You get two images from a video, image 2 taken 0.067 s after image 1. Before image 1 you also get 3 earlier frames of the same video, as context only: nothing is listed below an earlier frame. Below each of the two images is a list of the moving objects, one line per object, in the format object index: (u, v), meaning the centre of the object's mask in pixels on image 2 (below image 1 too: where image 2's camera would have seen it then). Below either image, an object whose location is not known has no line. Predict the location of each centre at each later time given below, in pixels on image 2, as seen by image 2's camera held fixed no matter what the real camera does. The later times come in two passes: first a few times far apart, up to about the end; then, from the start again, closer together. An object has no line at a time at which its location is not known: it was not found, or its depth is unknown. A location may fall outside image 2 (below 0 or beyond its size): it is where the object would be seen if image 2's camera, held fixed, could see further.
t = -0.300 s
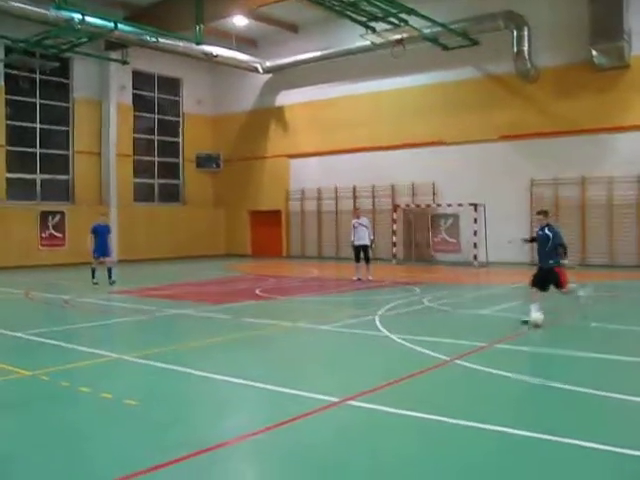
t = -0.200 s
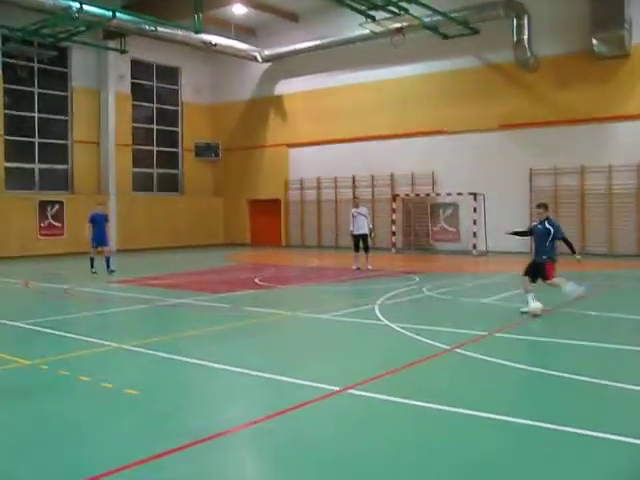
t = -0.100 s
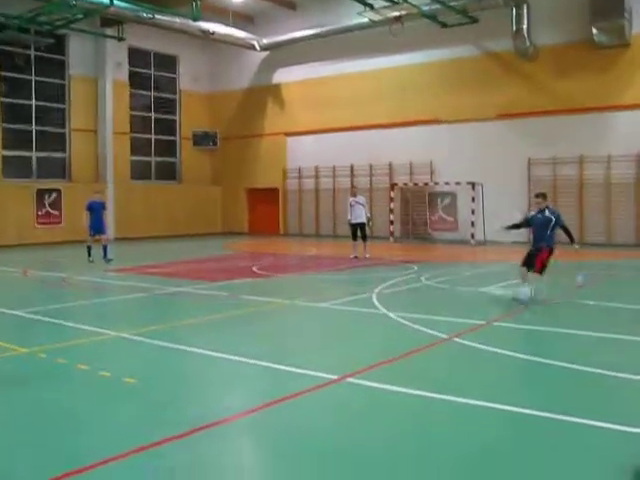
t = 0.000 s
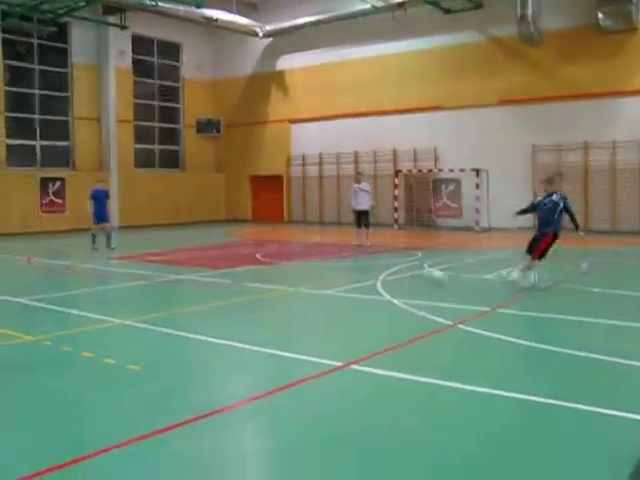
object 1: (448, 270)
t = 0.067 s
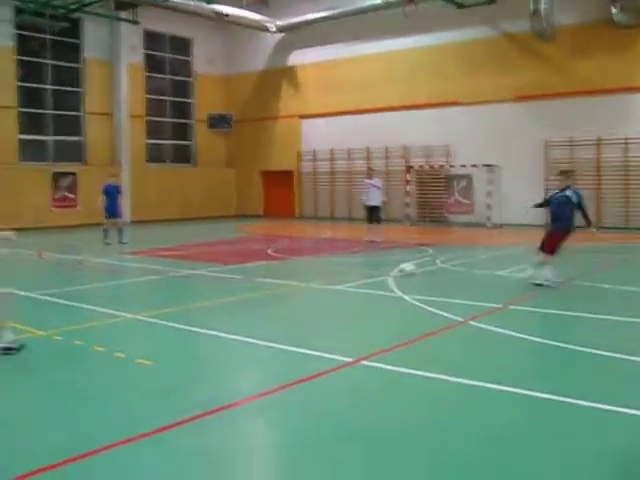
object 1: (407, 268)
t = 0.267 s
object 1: (316, 260)
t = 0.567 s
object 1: (226, 250)
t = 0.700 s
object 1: (198, 248)
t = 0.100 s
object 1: (390, 267)
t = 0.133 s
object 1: (374, 265)
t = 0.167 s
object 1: (359, 264)
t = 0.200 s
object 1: (345, 263)
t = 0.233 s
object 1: (330, 261)
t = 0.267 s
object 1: (316, 260)
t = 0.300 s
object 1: (305, 259)
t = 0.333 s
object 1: (293, 258)
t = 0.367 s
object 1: (282, 257)
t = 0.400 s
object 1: (272, 255)
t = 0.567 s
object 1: (226, 250)
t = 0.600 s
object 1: (219, 249)
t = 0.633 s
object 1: (211, 247)
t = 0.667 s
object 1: (205, 248)
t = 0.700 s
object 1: (198, 248)
